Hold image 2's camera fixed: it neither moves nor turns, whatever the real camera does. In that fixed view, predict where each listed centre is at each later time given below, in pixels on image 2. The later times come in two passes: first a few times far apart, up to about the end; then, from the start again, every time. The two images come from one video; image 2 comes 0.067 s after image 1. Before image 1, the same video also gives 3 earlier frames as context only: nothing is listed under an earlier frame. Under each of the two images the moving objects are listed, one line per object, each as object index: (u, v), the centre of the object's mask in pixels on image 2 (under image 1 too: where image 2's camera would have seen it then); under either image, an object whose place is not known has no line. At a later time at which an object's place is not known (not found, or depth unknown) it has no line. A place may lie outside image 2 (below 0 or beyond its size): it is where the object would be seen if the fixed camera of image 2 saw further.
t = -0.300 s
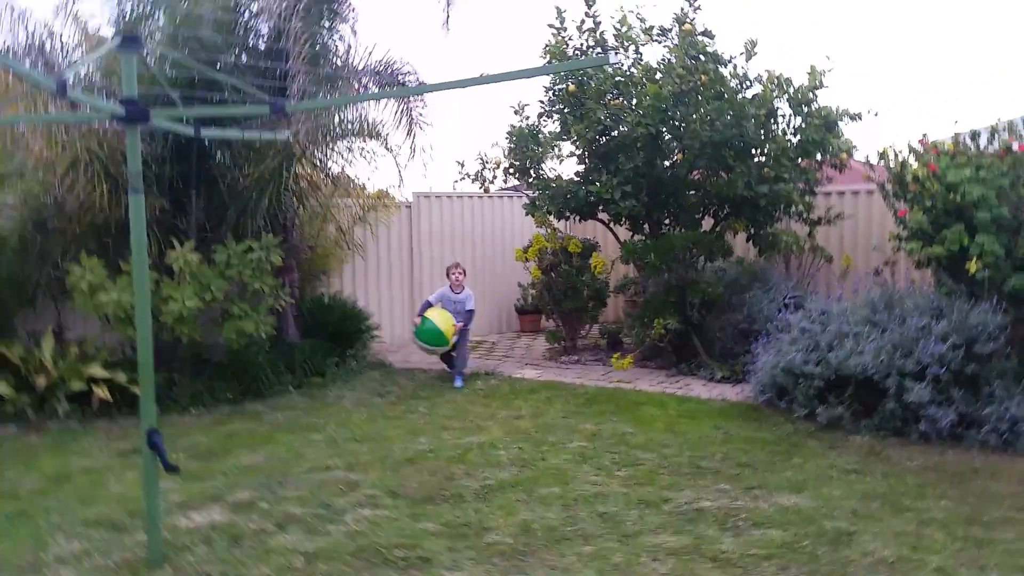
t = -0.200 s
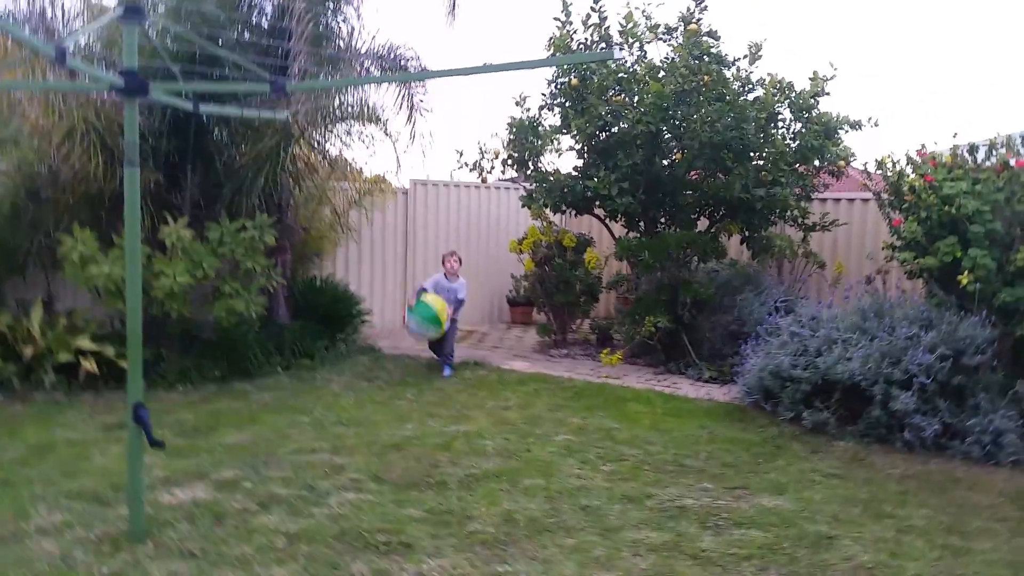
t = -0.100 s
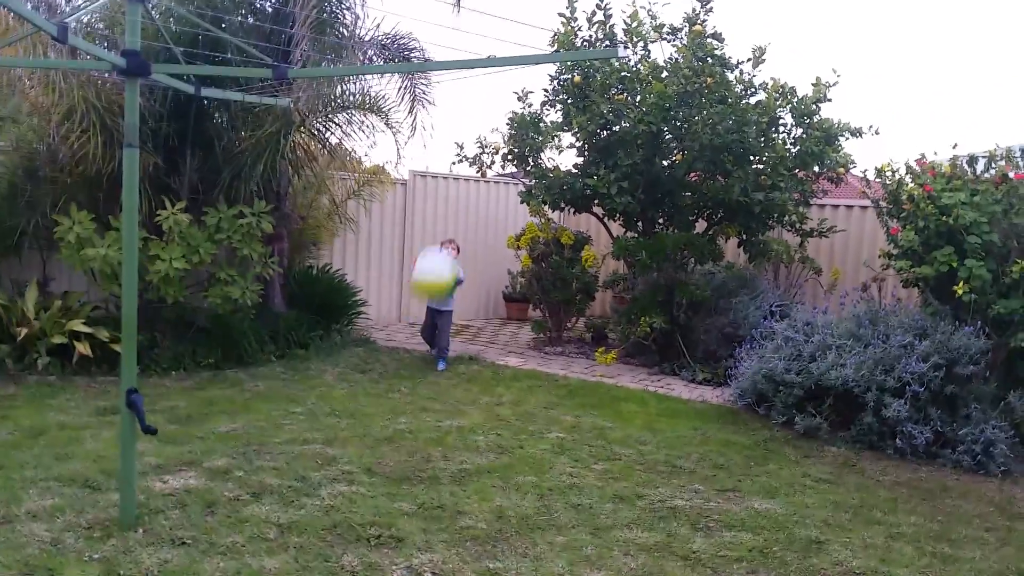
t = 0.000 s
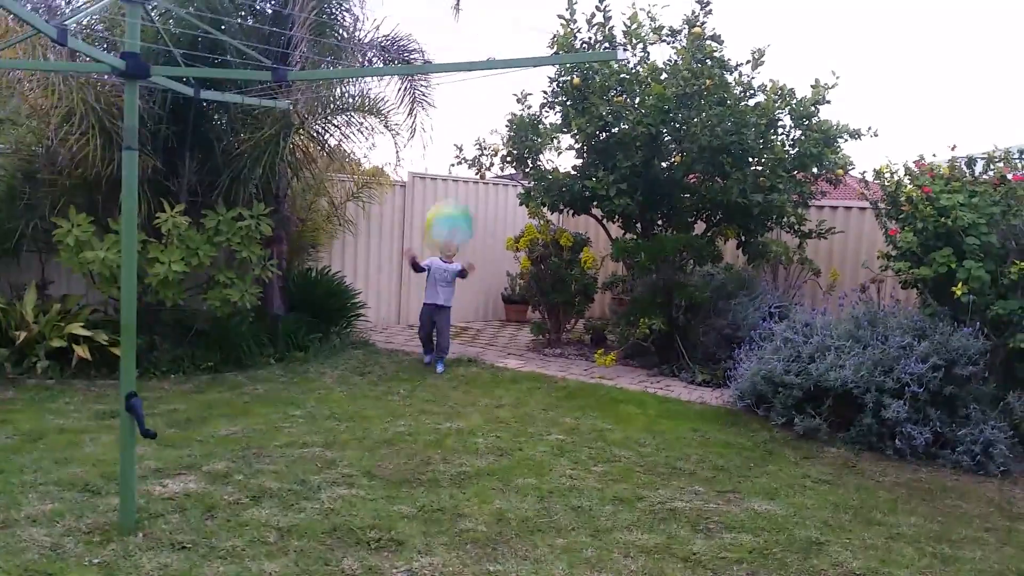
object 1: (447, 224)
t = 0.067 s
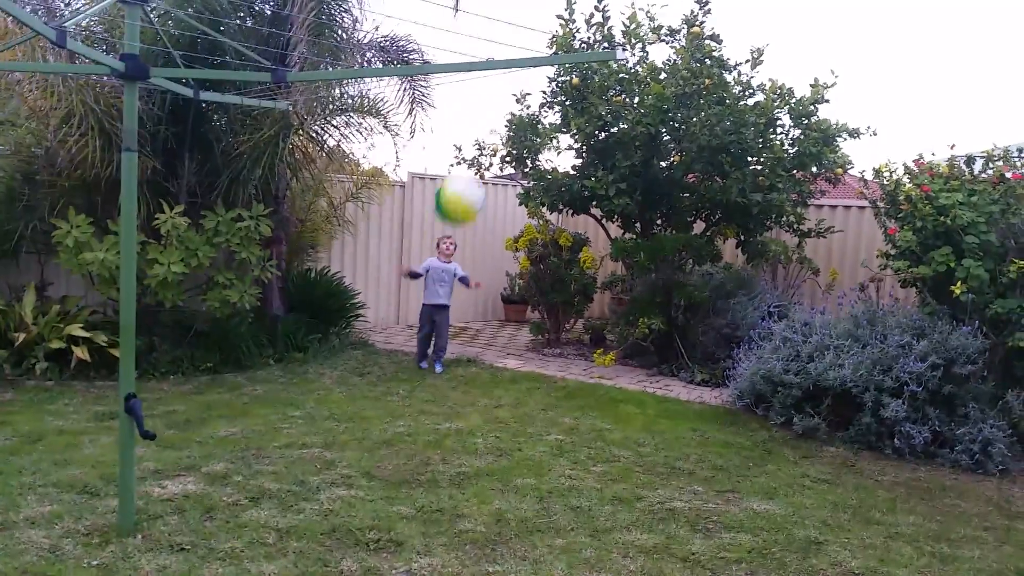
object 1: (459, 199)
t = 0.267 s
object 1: (490, 139)
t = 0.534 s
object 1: (519, 115)
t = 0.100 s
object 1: (464, 187)
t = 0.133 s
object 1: (469, 176)
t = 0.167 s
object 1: (475, 165)
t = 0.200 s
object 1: (480, 155)
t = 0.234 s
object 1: (485, 147)
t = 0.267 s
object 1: (490, 139)
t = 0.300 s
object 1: (495, 132)
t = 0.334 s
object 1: (499, 126)
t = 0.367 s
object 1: (503, 122)
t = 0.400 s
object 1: (507, 119)
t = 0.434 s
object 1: (510, 116)
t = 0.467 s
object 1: (512, 115)
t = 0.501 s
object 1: (516, 116)
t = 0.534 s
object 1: (519, 115)
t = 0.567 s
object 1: (522, 118)
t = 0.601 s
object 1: (525, 119)
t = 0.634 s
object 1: (528, 124)
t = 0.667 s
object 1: (532, 129)
